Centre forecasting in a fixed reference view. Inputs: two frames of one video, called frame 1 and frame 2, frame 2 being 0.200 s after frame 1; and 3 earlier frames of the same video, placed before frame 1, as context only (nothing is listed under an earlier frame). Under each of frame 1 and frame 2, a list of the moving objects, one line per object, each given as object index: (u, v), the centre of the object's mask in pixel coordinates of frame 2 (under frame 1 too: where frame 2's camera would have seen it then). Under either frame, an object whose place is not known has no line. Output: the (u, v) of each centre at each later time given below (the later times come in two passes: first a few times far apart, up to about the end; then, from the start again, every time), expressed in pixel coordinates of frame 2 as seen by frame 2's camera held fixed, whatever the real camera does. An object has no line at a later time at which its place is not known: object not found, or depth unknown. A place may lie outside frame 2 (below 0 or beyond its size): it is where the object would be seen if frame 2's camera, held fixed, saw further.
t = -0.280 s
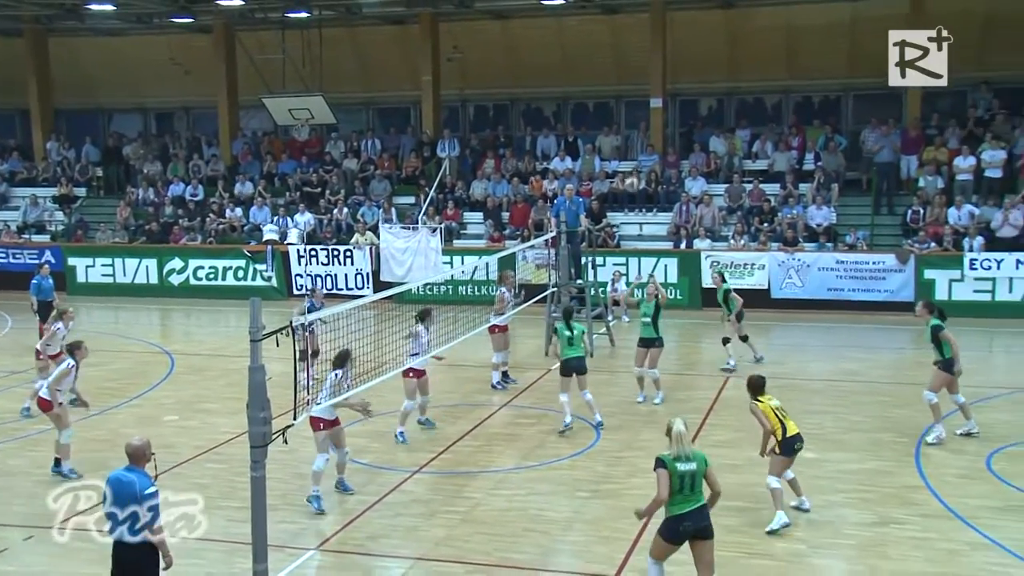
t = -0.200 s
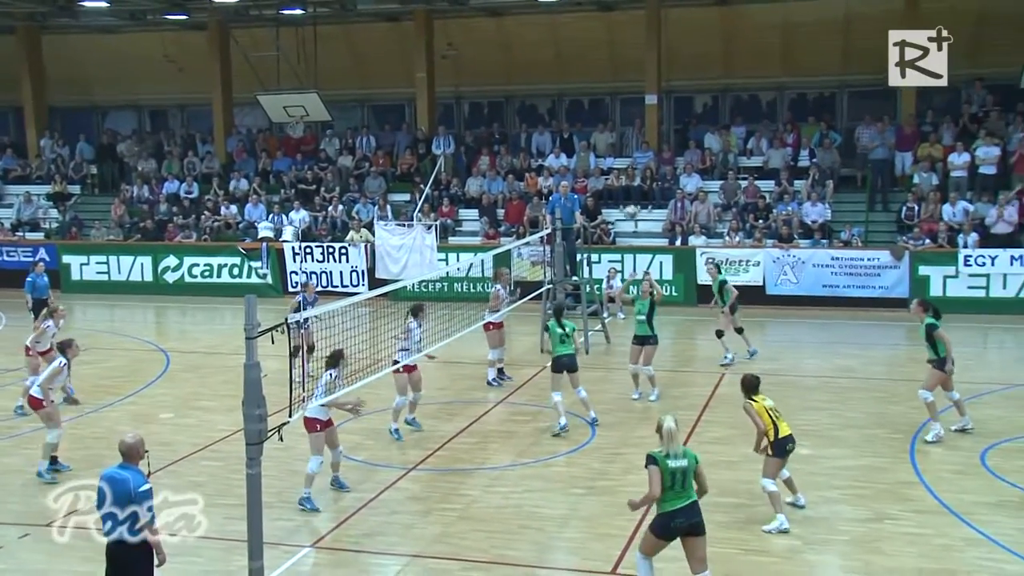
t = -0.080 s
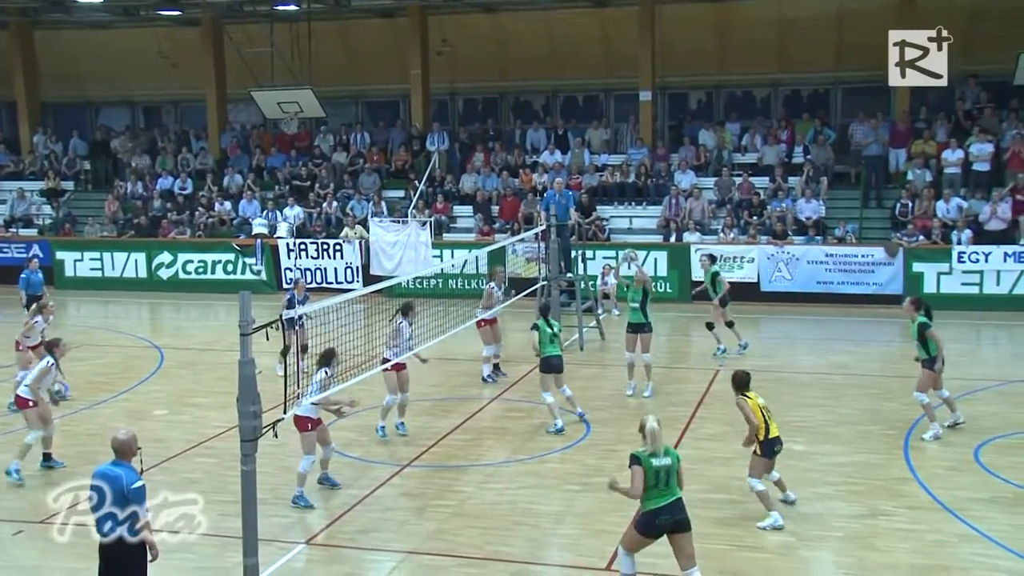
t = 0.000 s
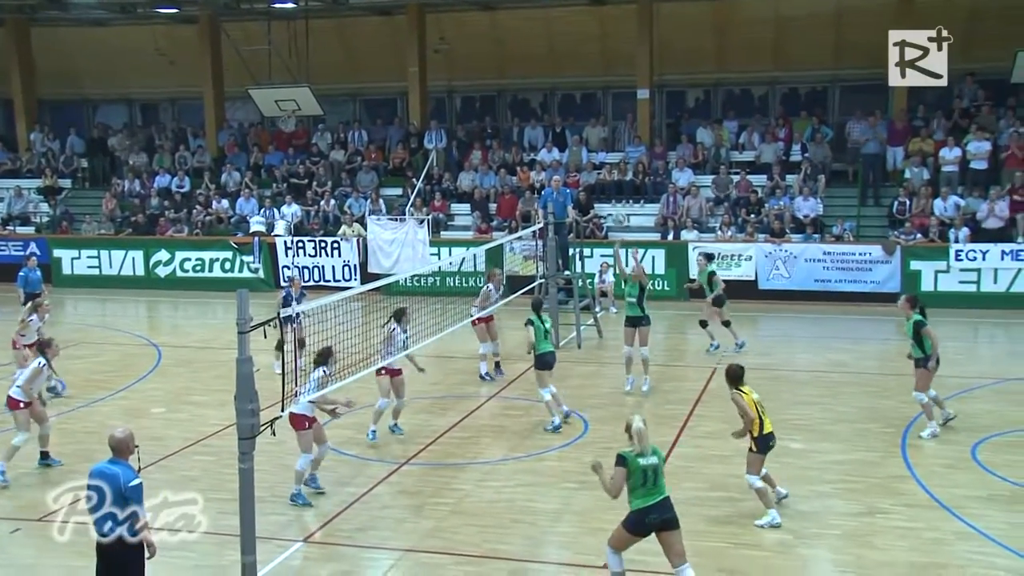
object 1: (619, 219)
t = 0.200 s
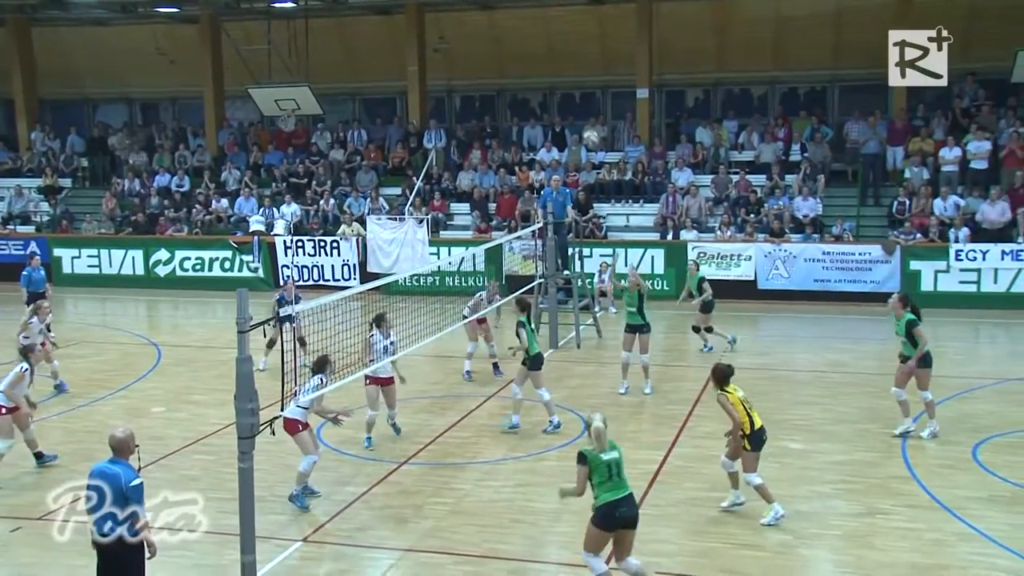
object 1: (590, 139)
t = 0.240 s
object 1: (584, 126)
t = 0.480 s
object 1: (547, 69)
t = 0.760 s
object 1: (496, 60)
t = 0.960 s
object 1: (456, 99)
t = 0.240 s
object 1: (584, 126)
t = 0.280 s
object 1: (579, 113)
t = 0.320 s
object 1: (573, 102)
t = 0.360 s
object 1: (566, 92)
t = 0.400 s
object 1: (560, 83)
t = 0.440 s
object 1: (553, 76)
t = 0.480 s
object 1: (547, 69)
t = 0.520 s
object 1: (540, 63)
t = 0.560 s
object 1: (533, 59)
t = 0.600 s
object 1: (526, 56)
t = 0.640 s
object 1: (518, 55)
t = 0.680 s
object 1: (511, 55)
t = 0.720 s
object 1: (503, 57)
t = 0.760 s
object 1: (496, 60)
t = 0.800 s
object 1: (488, 64)
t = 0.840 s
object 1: (480, 70)
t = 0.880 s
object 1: (473, 78)
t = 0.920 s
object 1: (464, 88)
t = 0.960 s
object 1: (456, 99)
